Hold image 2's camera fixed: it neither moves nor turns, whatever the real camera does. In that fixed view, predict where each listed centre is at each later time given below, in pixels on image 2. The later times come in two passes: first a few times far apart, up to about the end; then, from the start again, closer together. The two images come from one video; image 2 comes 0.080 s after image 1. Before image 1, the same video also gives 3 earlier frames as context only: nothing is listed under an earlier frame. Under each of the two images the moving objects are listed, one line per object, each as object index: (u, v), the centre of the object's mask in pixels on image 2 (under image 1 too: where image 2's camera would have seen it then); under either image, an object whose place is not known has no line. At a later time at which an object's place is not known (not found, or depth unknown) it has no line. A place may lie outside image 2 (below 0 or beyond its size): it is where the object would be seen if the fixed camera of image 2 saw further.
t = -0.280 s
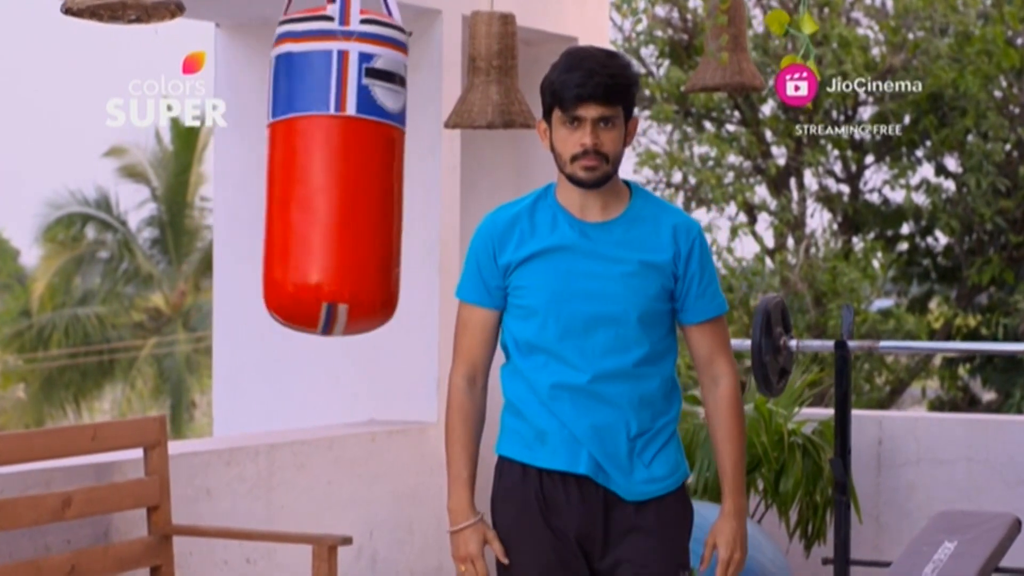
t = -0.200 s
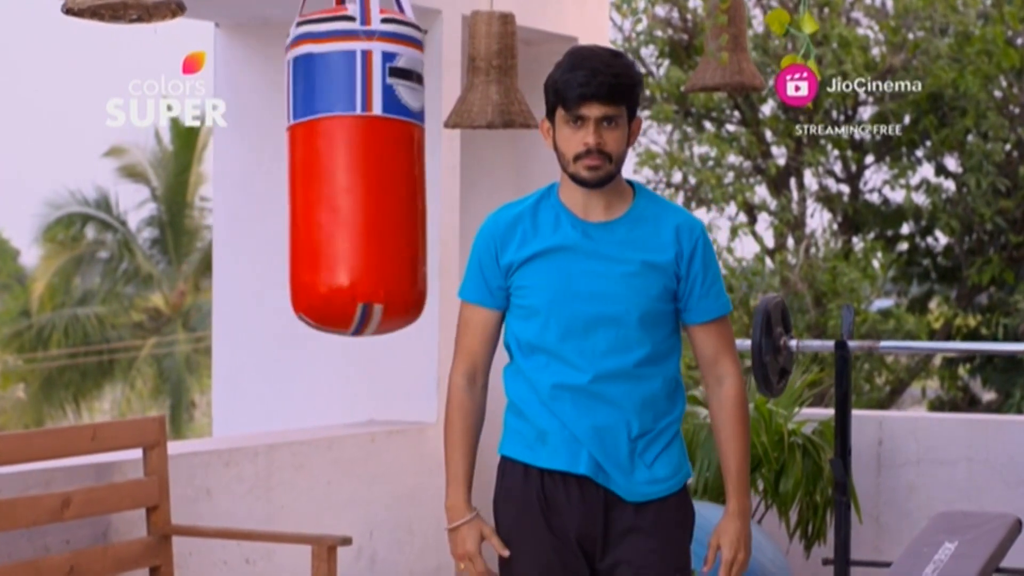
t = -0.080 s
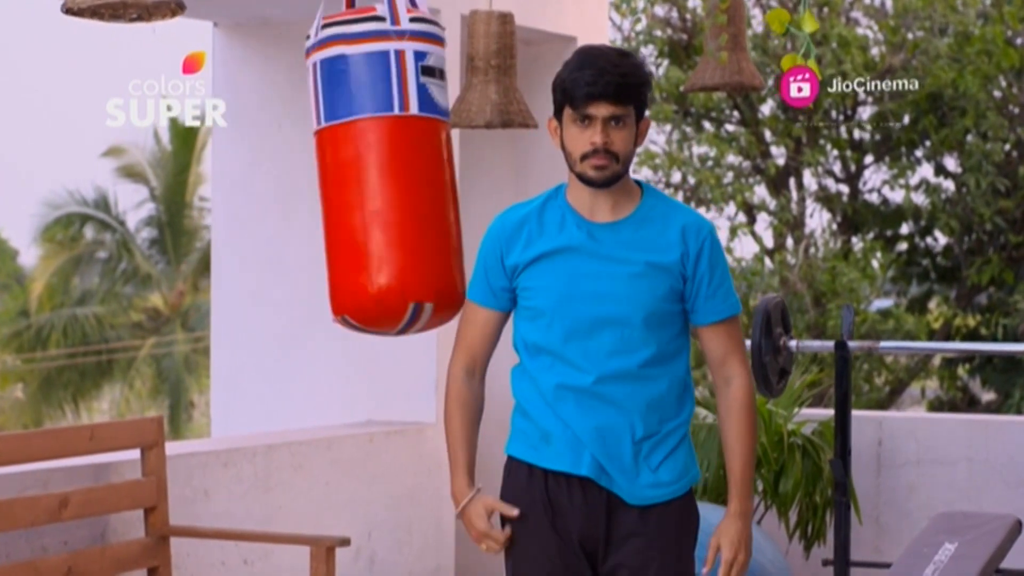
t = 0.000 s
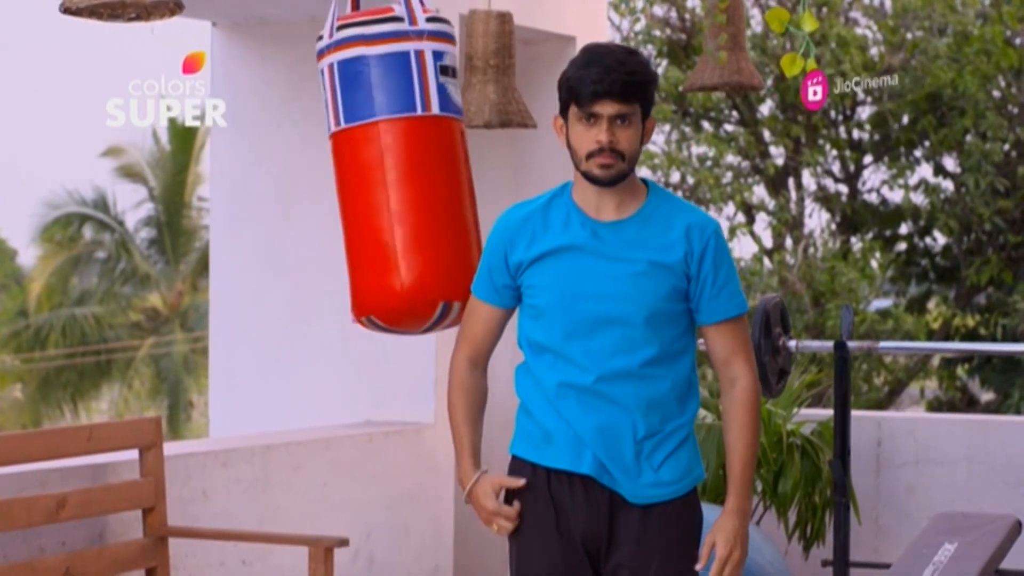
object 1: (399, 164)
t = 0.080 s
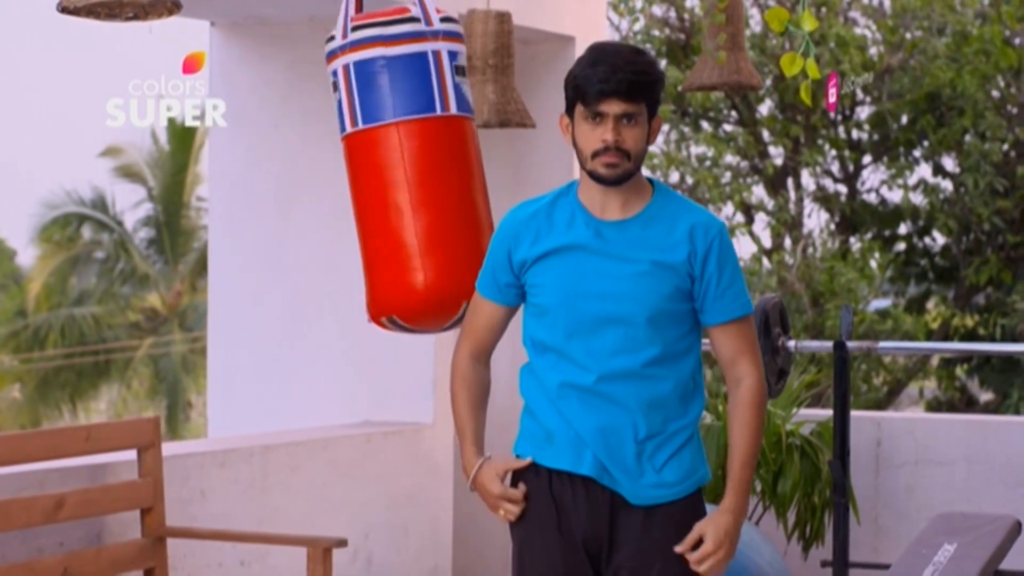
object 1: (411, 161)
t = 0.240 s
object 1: (422, 160)
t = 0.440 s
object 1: (413, 166)
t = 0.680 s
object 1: (368, 170)
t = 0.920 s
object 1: (310, 172)
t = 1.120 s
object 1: (272, 169)
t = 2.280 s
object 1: (423, 166)
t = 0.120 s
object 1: (415, 161)
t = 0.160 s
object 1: (419, 161)
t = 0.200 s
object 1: (421, 161)
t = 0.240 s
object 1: (422, 160)
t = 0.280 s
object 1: (423, 160)
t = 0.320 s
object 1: (422, 161)
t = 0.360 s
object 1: (420, 163)
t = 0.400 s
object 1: (417, 164)
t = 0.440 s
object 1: (413, 166)
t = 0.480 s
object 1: (408, 168)
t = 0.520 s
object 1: (402, 169)
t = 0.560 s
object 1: (395, 171)
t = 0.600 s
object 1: (386, 171)
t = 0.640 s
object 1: (377, 171)
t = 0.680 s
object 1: (368, 170)
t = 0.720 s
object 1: (358, 170)
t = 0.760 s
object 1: (348, 171)
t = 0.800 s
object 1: (339, 170)
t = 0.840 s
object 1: (329, 170)
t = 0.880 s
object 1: (319, 171)
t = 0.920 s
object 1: (310, 172)
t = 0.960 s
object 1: (302, 171)
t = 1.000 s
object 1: (294, 170)
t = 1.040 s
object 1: (286, 169)
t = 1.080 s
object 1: (279, 169)
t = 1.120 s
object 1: (272, 169)
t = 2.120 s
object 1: (409, 165)
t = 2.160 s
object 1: (413, 164)
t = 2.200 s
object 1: (417, 165)
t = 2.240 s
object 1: (420, 166)
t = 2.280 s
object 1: (423, 166)
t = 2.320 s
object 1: (423, 166)
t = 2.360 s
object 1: (423, 166)
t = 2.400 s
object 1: (421, 167)
